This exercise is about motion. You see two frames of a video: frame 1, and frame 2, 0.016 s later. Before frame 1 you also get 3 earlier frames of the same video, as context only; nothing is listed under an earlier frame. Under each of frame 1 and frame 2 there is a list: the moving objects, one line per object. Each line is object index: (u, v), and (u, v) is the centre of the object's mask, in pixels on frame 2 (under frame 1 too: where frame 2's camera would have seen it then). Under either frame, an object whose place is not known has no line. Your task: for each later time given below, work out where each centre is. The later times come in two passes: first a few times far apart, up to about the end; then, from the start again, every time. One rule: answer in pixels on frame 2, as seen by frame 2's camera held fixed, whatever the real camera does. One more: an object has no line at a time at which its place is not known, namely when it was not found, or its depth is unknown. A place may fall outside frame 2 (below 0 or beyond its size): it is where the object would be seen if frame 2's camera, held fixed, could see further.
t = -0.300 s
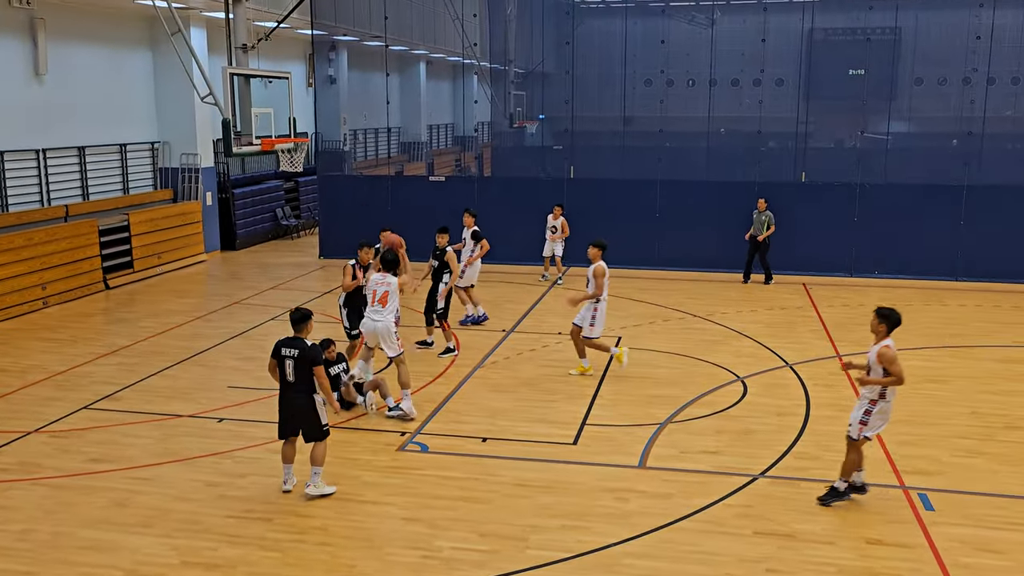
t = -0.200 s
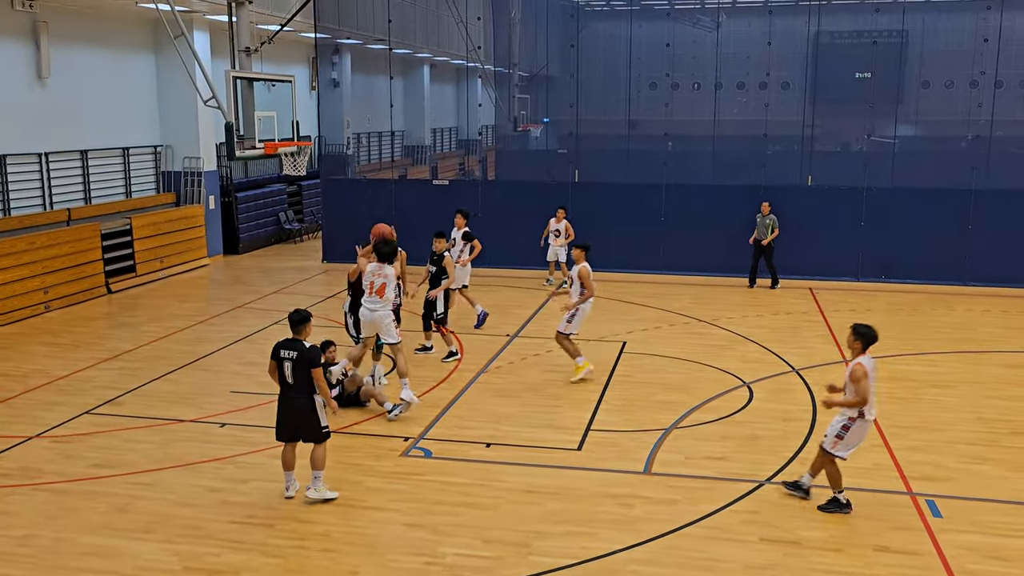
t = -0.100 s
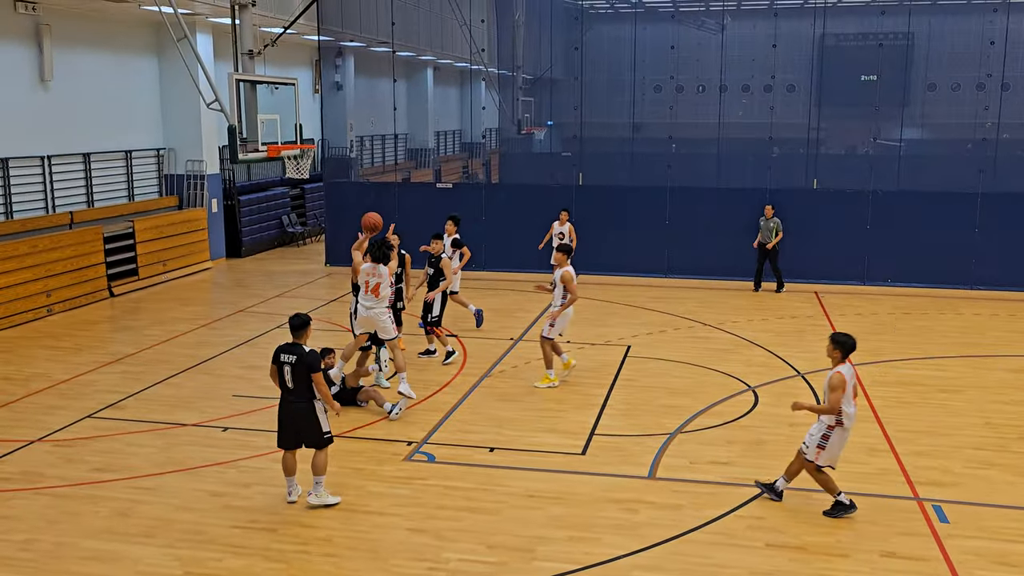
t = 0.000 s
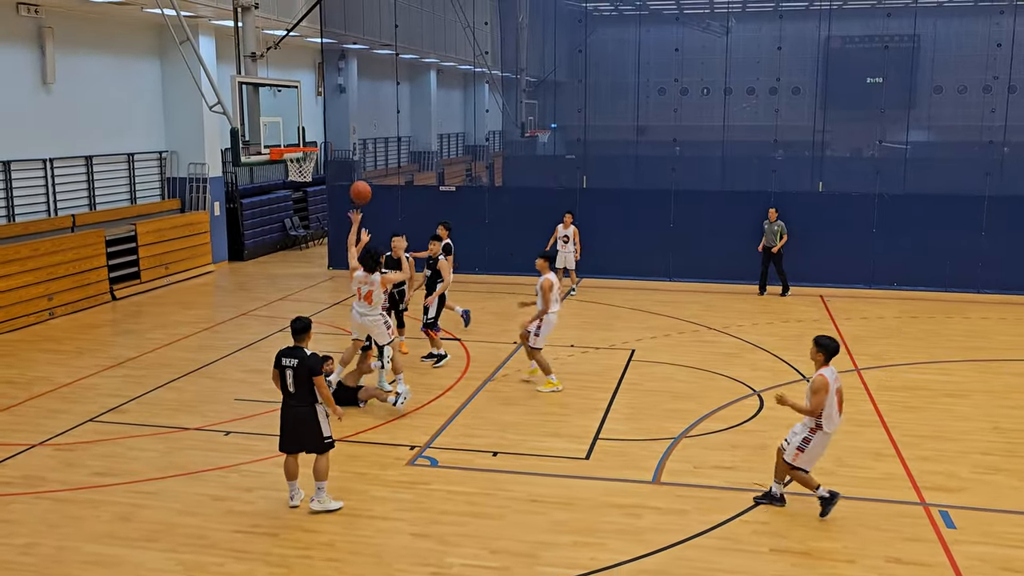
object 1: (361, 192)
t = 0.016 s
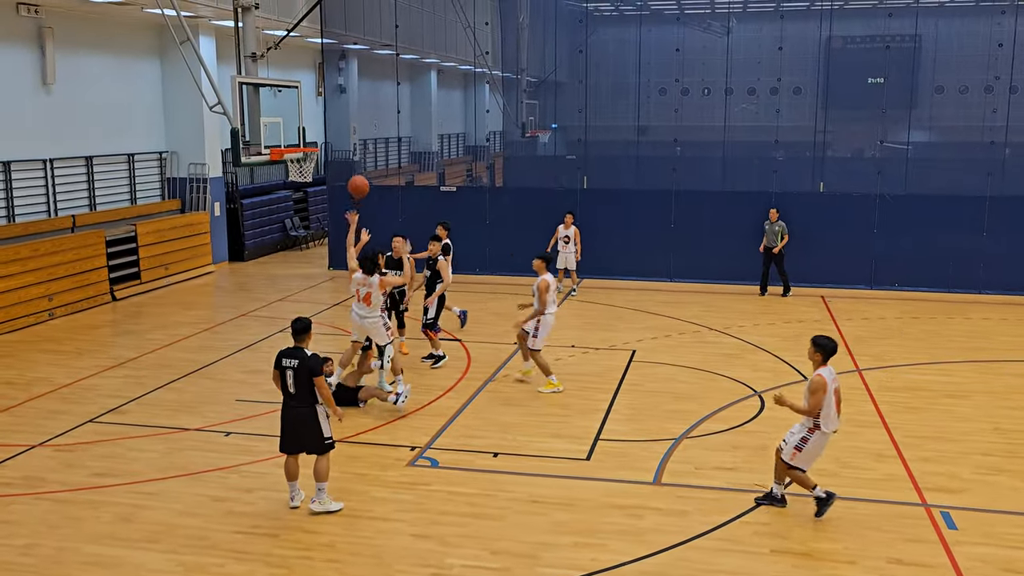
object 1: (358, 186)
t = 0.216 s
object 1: (328, 131)
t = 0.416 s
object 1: (300, 111)
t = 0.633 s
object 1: (277, 128)
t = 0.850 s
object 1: (269, 155)
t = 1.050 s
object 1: (275, 192)
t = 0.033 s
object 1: (356, 180)
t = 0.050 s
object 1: (353, 174)
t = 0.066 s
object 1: (350, 168)
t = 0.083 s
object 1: (348, 163)
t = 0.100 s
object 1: (346, 158)
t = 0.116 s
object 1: (344, 154)
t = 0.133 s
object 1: (341, 149)
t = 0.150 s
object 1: (338, 146)
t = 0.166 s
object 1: (337, 141)
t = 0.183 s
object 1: (333, 137)
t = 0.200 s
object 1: (330, 134)
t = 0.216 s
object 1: (328, 131)
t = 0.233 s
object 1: (325, 126)
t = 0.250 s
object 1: (323, 125)
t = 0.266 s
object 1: (321, 122)
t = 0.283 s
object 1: (318, 120)
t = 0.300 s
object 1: (316, 118)
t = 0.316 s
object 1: (314, 116)
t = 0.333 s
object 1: (311, 115)
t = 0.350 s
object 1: (309, 114)
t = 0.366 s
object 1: (307, 113)
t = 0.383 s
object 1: (305, 112)
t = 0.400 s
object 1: (303, 111)
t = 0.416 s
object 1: (300, 111)
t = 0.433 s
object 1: (299, 111)
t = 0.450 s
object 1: (297, 111)
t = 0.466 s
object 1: (295, 112)
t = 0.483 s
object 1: (293, 113)
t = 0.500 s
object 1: (291, 113)
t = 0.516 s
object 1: (289, 115)
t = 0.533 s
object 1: (287, 116)
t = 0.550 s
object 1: (286, 118)
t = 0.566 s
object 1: (284, 119)
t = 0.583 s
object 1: (282, 121)
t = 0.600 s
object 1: (280, 123)
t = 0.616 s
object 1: (278, 126)
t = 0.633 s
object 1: (277, 128)
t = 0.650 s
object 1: (275, 131)
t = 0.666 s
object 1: (274, 134)
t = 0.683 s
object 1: (272, 137)
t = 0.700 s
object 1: (270, 141)
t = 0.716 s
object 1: (269, 144)
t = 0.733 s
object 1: (271, 147)
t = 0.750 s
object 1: (271, 148)
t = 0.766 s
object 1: (268, 149)
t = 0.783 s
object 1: (267, 149)
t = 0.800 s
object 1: (267, 150)
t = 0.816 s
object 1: (268, 152)
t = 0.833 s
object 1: (268, 153)
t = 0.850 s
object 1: (269, 155)
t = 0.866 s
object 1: (269, 156)
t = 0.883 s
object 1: (270, 159)
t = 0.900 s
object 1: (270, 161)
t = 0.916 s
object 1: (271, 163)
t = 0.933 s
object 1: (271, 166)
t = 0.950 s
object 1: (271, 169)
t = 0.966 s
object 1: (272, 172)
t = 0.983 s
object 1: (273, 176)
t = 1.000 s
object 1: (273, 180)
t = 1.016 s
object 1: (274, 183)
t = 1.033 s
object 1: (274, 187)
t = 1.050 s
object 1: (275, 192)
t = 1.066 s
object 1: (276, 196)
